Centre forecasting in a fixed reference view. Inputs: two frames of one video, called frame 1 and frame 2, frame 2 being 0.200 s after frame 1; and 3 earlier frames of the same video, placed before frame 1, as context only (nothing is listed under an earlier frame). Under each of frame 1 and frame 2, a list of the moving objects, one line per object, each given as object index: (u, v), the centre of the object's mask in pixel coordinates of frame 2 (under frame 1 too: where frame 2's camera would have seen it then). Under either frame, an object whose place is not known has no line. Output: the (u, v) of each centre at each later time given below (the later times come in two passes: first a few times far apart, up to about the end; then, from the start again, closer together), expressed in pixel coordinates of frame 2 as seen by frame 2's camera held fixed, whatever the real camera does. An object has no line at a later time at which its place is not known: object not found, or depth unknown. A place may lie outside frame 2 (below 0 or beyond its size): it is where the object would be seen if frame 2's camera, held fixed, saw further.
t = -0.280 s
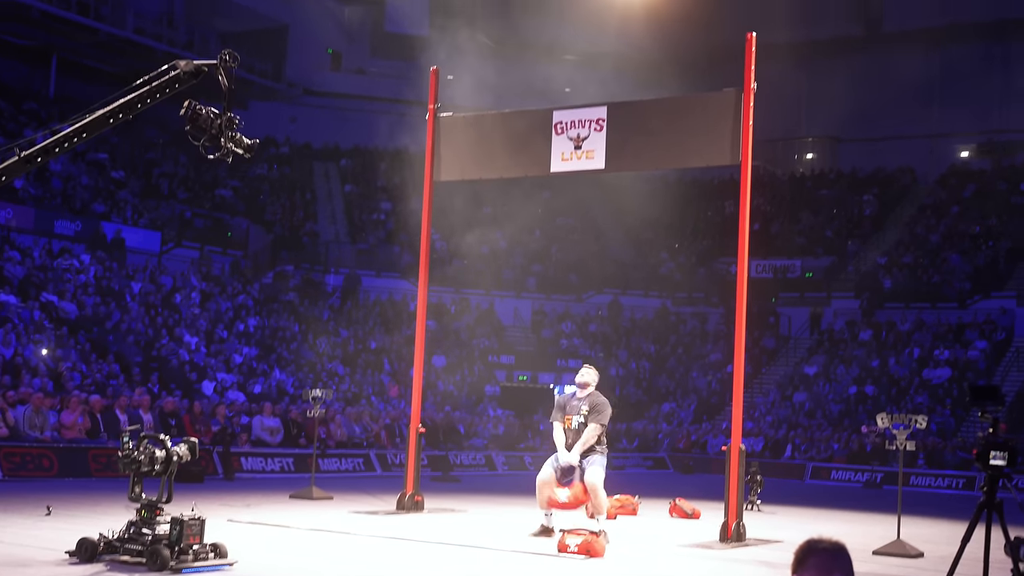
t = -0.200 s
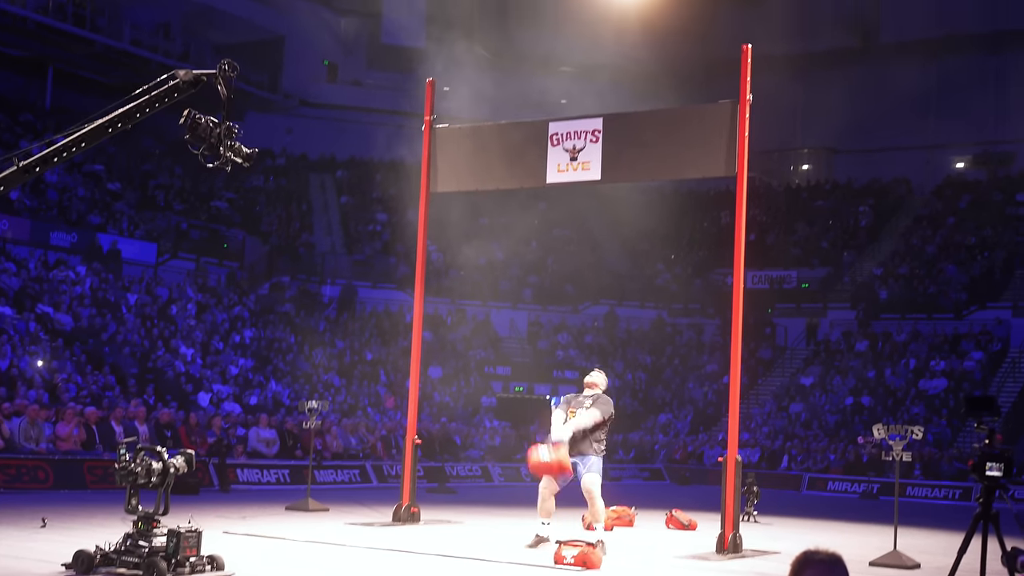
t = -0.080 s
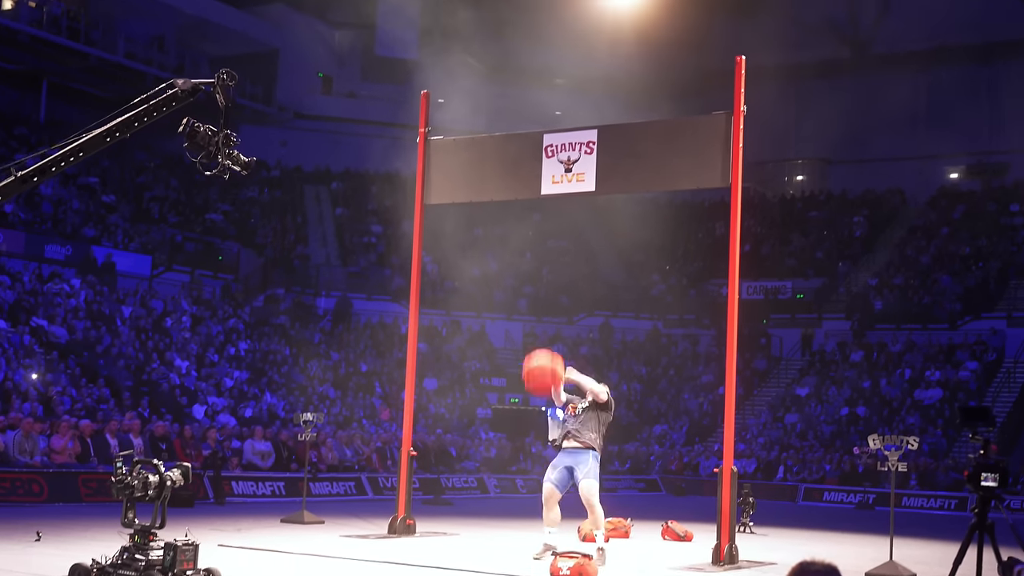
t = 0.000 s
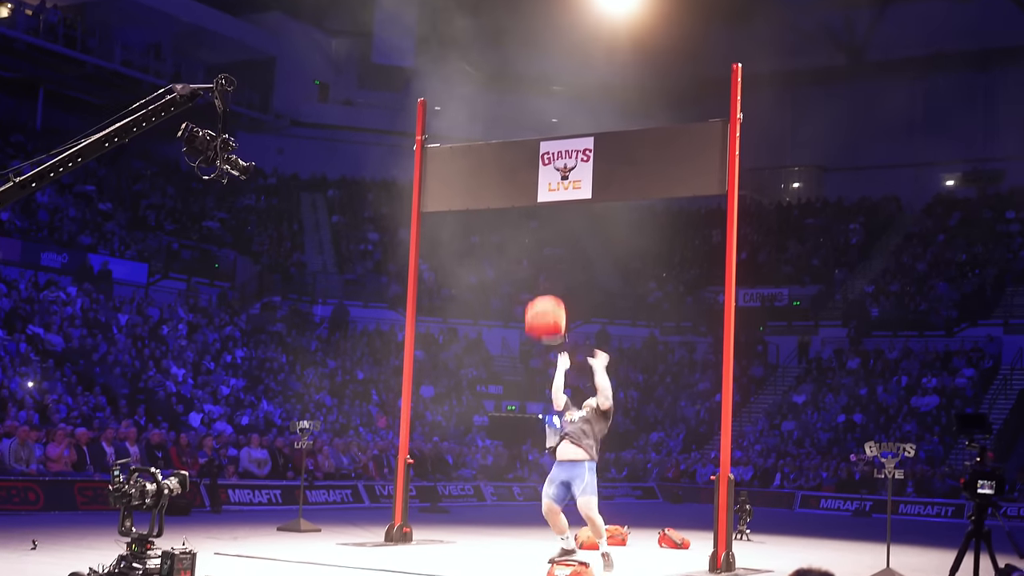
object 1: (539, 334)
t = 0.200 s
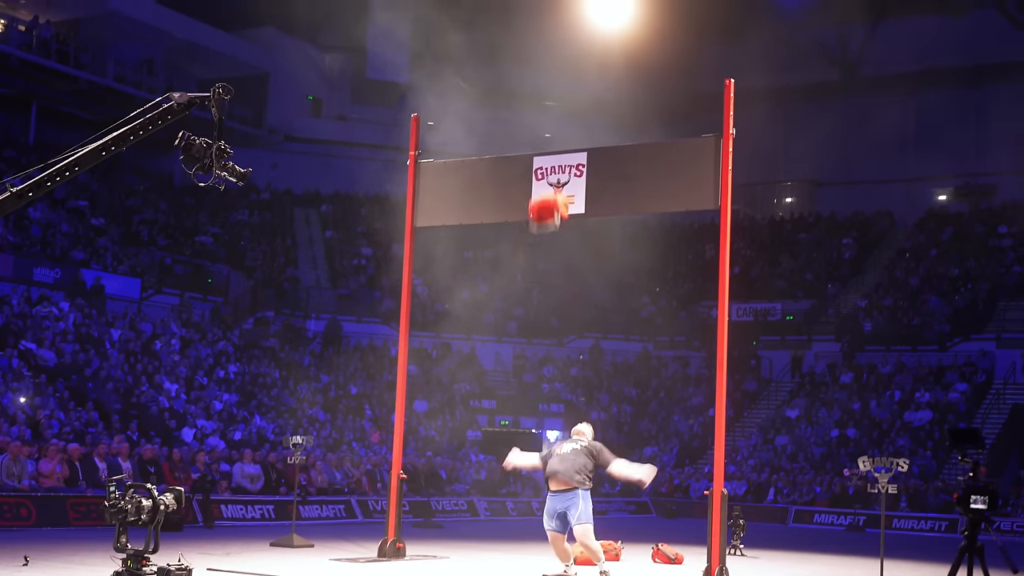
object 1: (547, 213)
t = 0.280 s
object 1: (553, 169)
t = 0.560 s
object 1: (561, 80)
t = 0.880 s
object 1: (571, 90)
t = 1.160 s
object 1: (573, 151)
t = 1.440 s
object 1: (568, 269)
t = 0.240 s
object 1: (550, 185)
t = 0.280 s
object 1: (553, 169)
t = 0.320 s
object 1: (555, 150)
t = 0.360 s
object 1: (557, 136)
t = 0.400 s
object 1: (557, 123)
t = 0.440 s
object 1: (559, 111)
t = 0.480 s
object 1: (558, 96)
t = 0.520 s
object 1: (559, 87)
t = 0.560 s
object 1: (561, 80)
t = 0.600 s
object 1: (564, 77)
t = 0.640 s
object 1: (566, 76)
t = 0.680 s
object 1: (567, 75)
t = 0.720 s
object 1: (568, 74)
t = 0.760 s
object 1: (569, 75)
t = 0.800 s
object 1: (570, 78)
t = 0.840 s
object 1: (570, 83)
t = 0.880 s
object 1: (571, 90)
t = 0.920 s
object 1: (571, 97)
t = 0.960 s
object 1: (571, 105)
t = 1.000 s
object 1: (571, 113)
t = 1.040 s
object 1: (571, 121)
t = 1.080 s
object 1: (571, 129)
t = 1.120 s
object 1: (573, 138)
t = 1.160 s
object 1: (573, 151)
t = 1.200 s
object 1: (574, 165)
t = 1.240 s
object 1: (574, 182)
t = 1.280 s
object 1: (574, 198)
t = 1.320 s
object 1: (572, 214)
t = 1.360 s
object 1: (571, 233)
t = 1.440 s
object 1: (568, 269)
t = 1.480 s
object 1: (567, 291)
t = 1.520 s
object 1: (565, 314)
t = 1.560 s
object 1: (564, 338)
